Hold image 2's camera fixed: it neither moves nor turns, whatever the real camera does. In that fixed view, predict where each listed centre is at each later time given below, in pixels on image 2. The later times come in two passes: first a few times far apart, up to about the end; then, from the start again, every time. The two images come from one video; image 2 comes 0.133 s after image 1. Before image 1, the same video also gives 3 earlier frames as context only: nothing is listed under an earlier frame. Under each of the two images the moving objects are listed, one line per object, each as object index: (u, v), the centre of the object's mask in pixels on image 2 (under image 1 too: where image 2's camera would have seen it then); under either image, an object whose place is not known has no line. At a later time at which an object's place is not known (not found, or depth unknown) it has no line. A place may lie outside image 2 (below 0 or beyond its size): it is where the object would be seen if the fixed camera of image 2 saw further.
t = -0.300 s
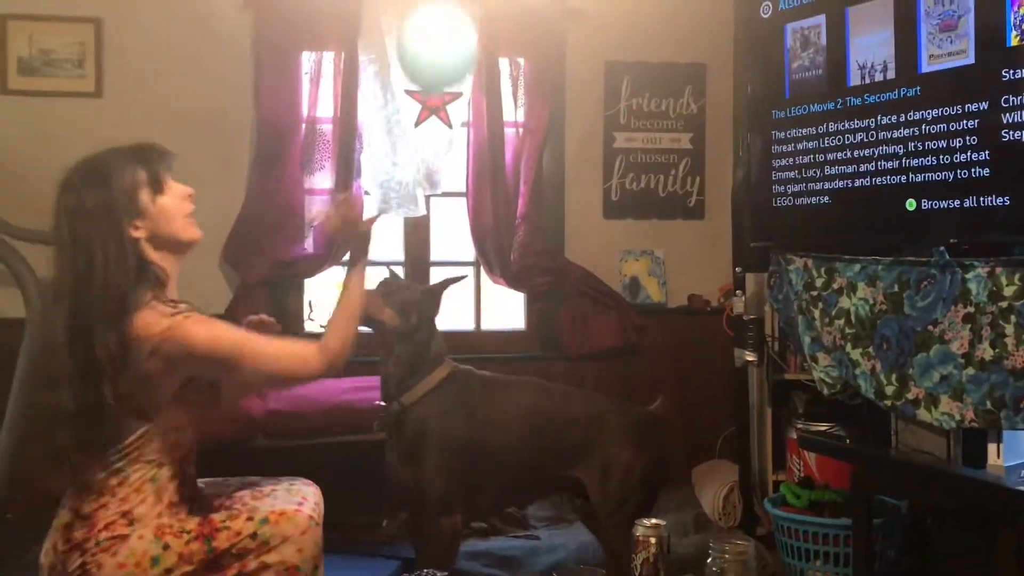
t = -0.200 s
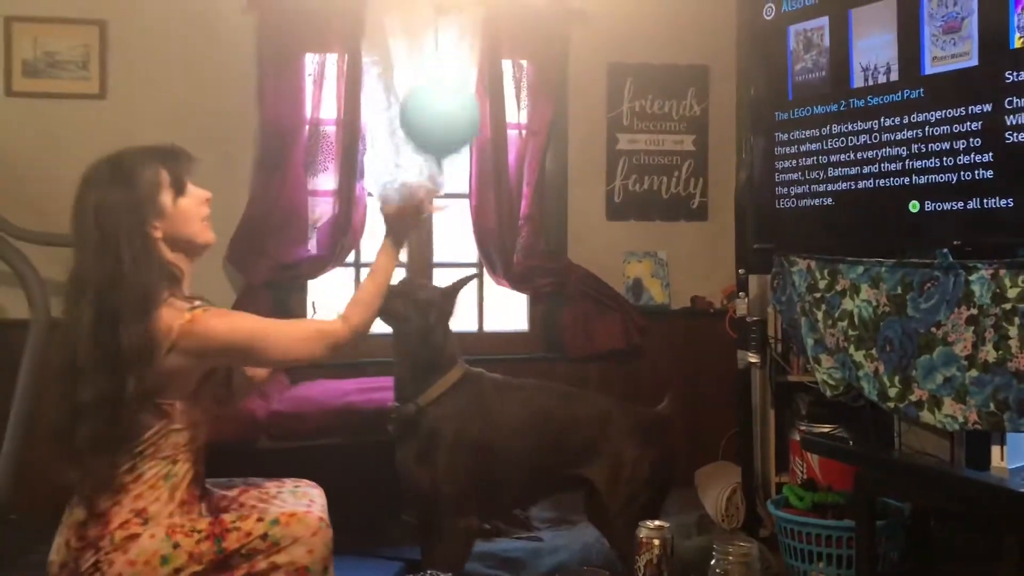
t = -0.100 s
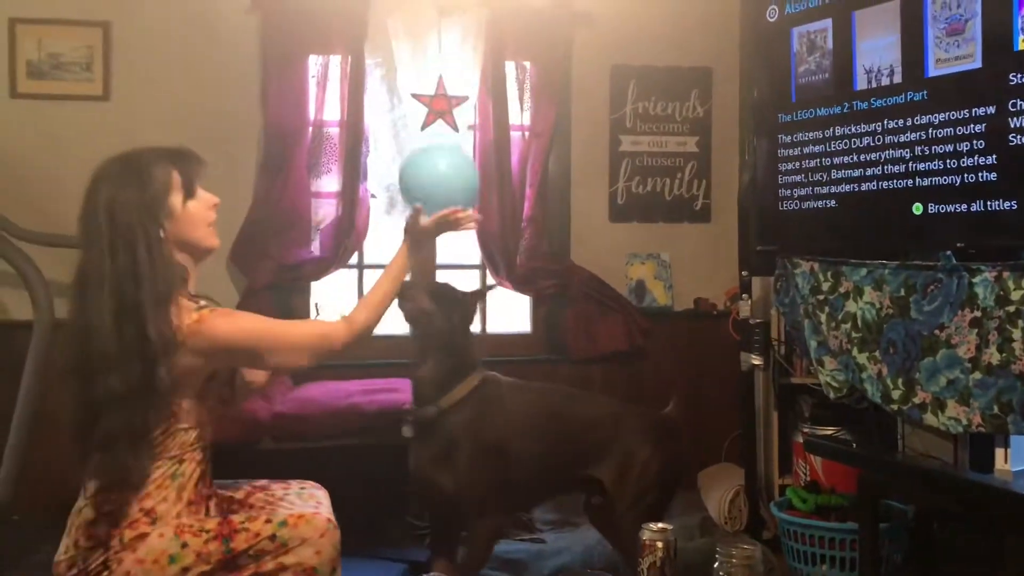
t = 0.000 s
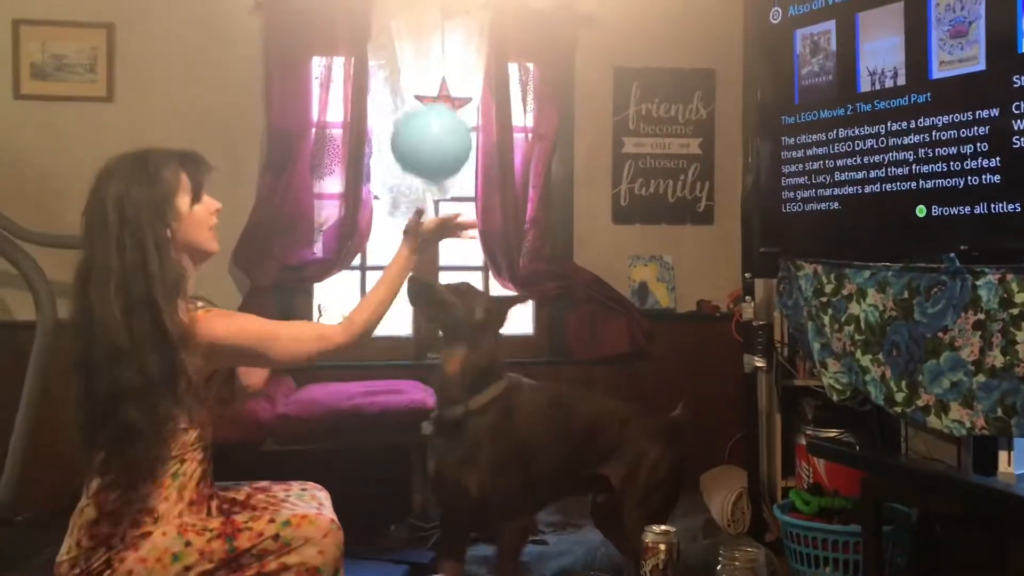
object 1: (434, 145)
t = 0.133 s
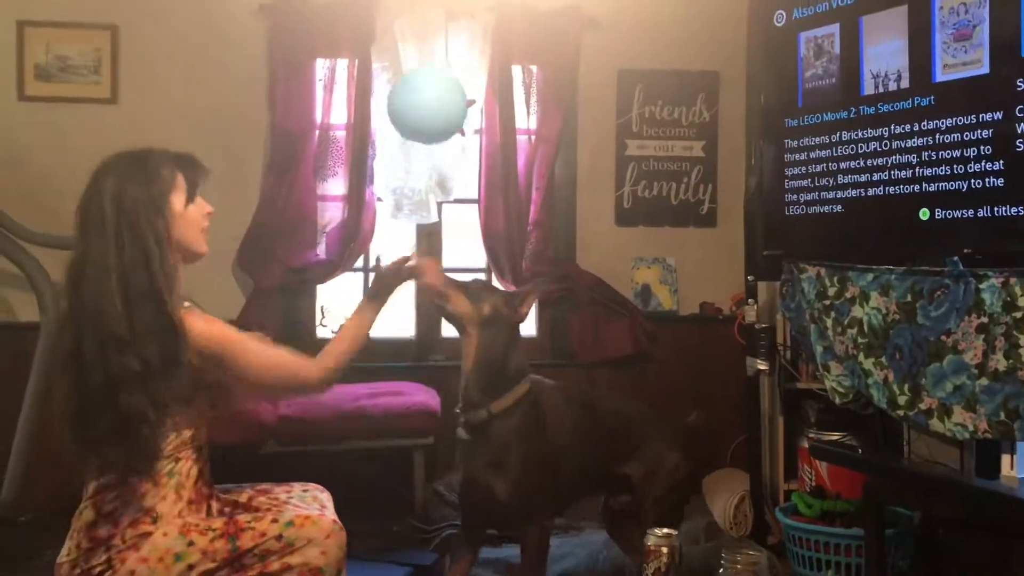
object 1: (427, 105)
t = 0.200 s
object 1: (424, 95)
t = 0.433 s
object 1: (415, 96)
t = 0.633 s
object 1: (411, 144)
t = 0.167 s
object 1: (426, 99)
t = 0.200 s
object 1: (424, 95)
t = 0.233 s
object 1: (423, 91)
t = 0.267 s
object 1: (421, 89)
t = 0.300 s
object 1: (420, 88)
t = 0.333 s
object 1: (419, 88)
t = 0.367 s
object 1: (418, 90)
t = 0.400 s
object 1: (417, 92)
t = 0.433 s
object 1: (415, 96)
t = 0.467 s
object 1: (415, 100)
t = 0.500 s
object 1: (414, 108)
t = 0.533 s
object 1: (413, 115)
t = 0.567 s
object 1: (413, 124)
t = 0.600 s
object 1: (412, 133)
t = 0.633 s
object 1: (411, 144)
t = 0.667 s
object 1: (411, 156)
